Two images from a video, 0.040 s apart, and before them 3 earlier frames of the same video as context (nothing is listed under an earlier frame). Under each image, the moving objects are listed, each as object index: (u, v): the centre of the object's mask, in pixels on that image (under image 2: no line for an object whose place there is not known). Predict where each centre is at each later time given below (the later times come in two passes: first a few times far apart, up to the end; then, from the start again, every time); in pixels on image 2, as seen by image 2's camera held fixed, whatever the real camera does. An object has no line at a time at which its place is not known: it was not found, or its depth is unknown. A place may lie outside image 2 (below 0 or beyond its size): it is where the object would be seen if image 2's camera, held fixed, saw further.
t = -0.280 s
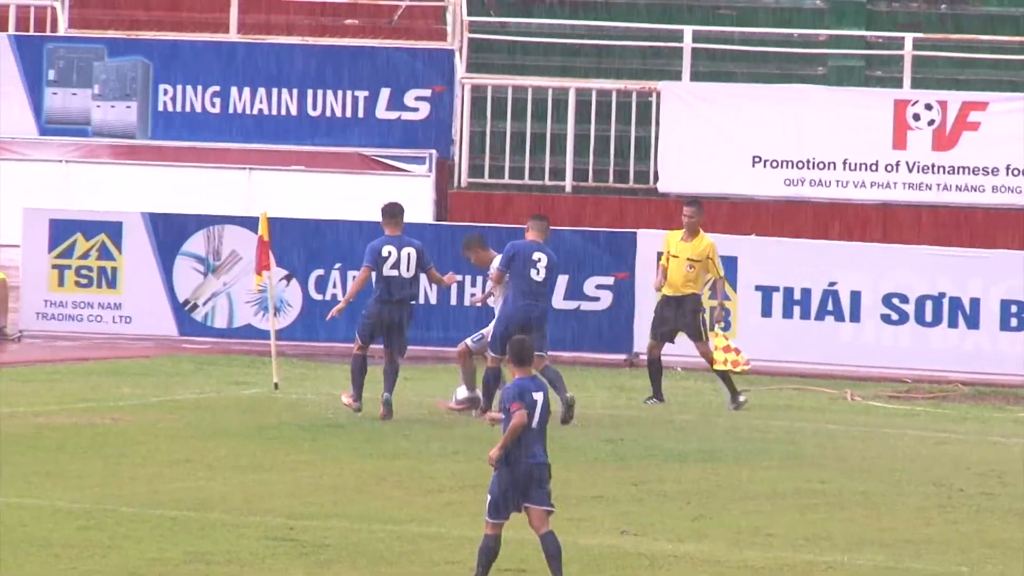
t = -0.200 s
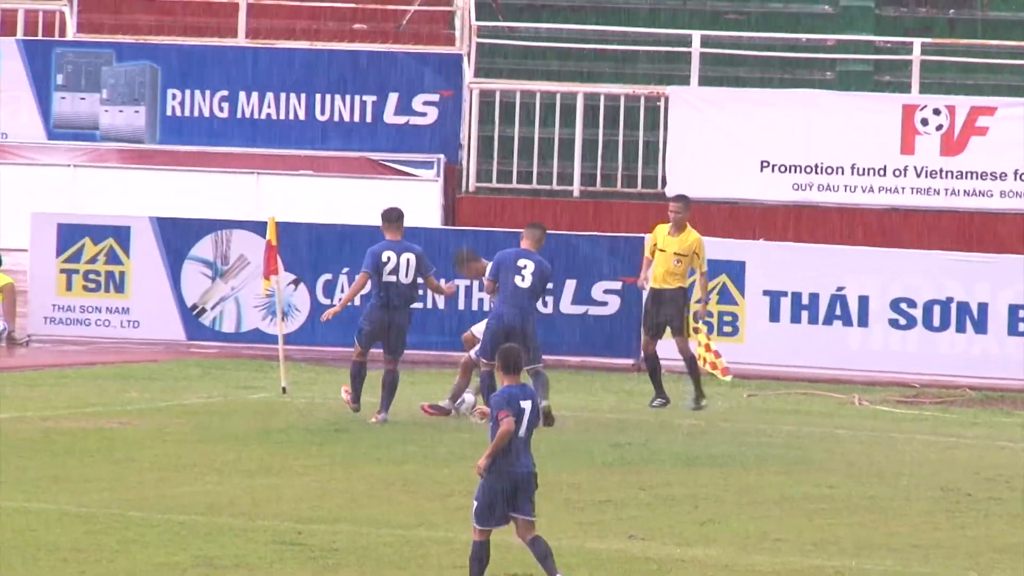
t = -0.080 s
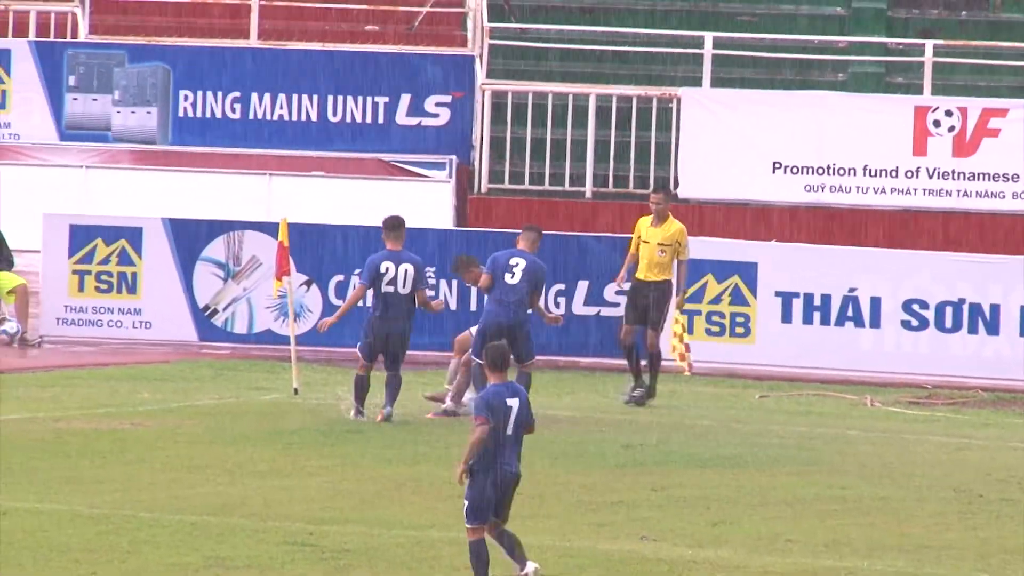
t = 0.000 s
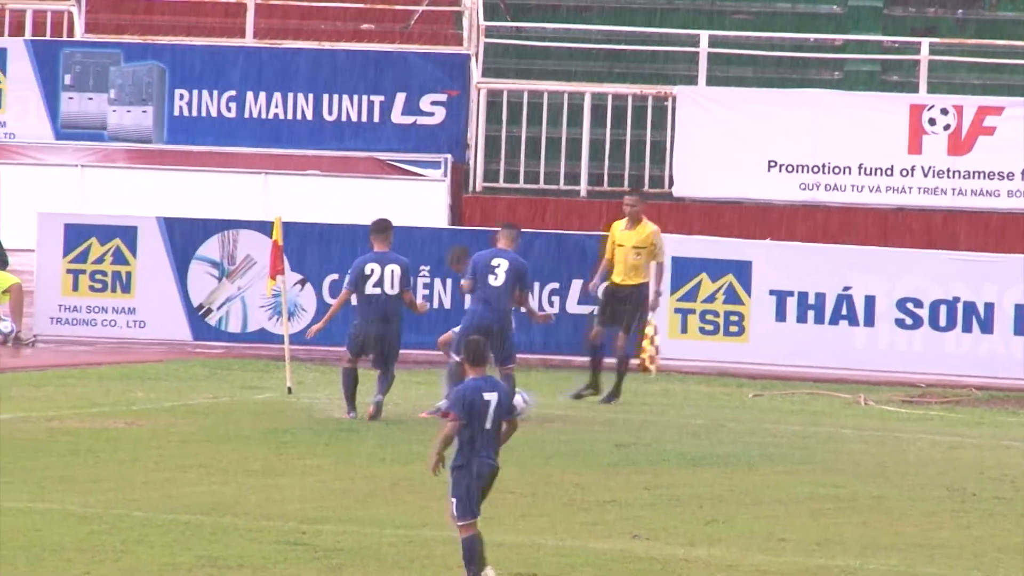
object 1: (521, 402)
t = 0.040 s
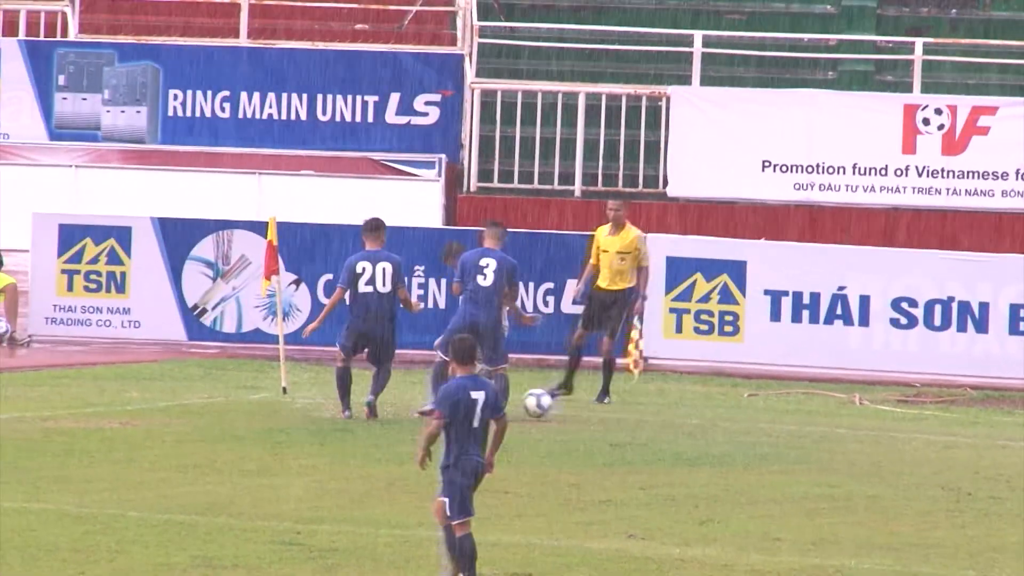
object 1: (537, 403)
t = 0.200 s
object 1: (643, 416)
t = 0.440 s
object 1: (770, 426)
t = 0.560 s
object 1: (822, 433)
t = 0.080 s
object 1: (565, 406)
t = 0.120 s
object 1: (593, 411)
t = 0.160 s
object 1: (620, 415)
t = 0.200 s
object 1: (643, 416)
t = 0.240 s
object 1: (667, 416)
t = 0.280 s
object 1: (690, 419)
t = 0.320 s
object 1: (712, 423)
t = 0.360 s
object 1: (733, 426)
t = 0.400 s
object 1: (751, 426)
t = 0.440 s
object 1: (770, 426)
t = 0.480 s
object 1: (788, 428)
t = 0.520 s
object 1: (805, 431)
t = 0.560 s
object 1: (822, 433)
